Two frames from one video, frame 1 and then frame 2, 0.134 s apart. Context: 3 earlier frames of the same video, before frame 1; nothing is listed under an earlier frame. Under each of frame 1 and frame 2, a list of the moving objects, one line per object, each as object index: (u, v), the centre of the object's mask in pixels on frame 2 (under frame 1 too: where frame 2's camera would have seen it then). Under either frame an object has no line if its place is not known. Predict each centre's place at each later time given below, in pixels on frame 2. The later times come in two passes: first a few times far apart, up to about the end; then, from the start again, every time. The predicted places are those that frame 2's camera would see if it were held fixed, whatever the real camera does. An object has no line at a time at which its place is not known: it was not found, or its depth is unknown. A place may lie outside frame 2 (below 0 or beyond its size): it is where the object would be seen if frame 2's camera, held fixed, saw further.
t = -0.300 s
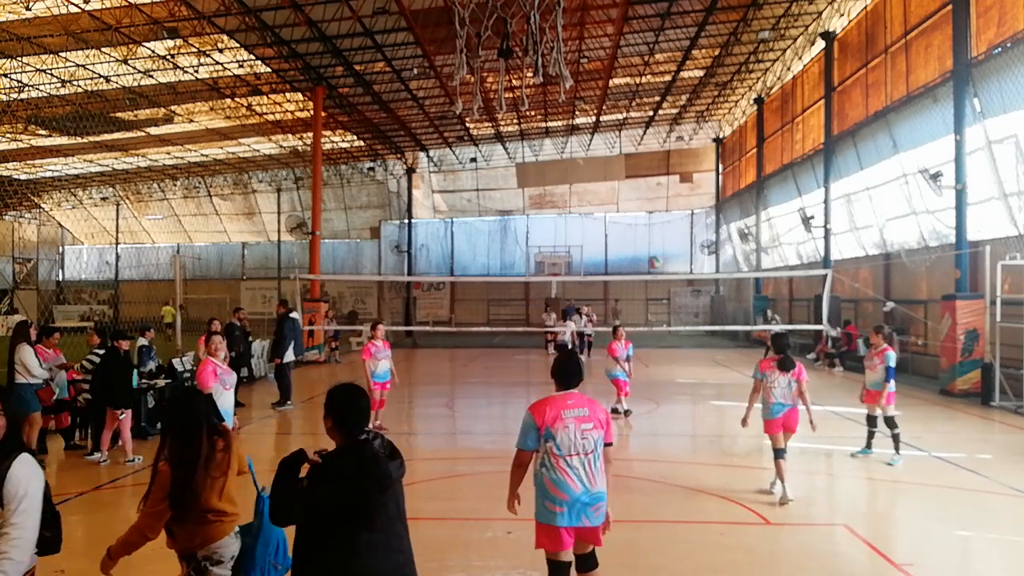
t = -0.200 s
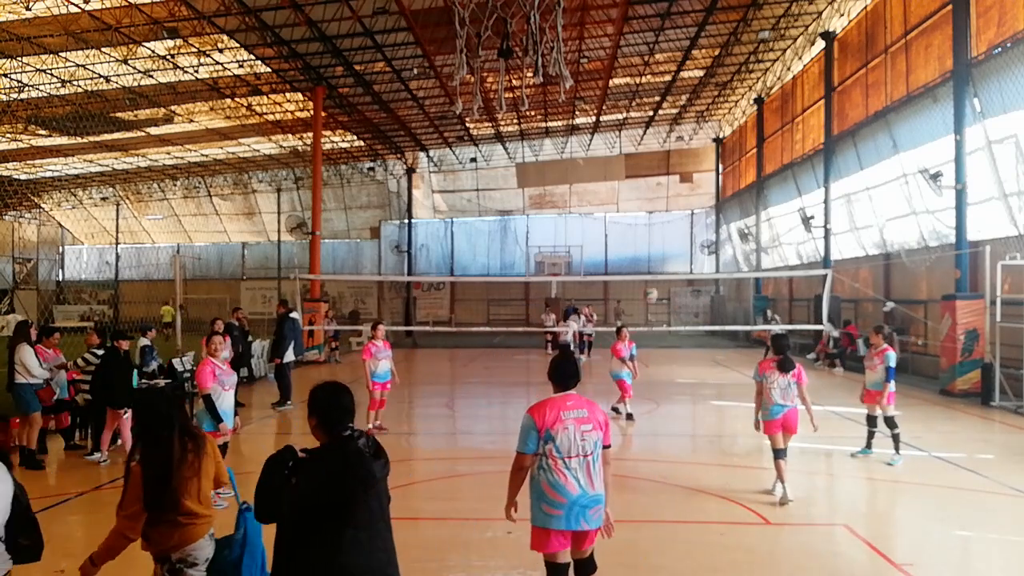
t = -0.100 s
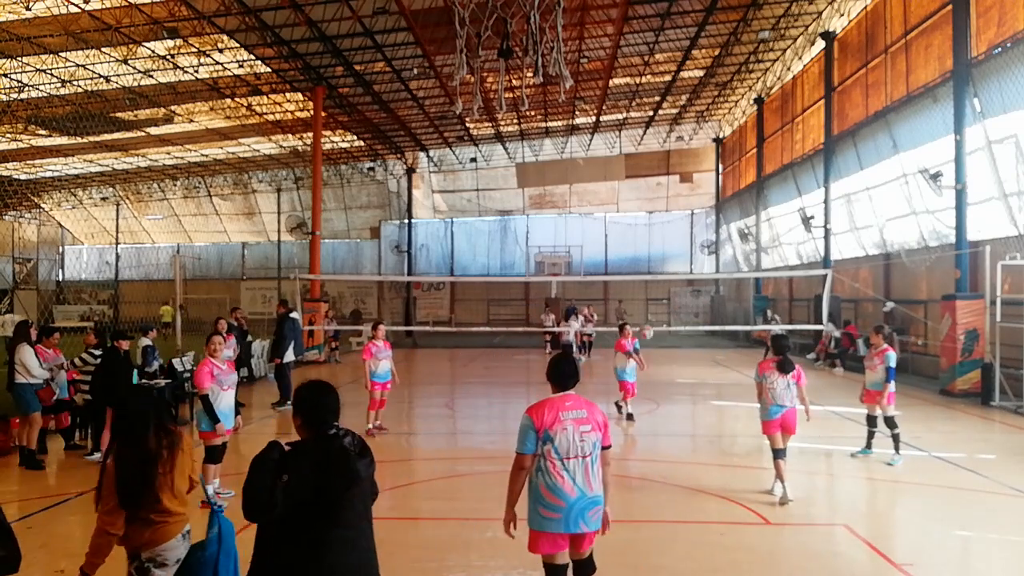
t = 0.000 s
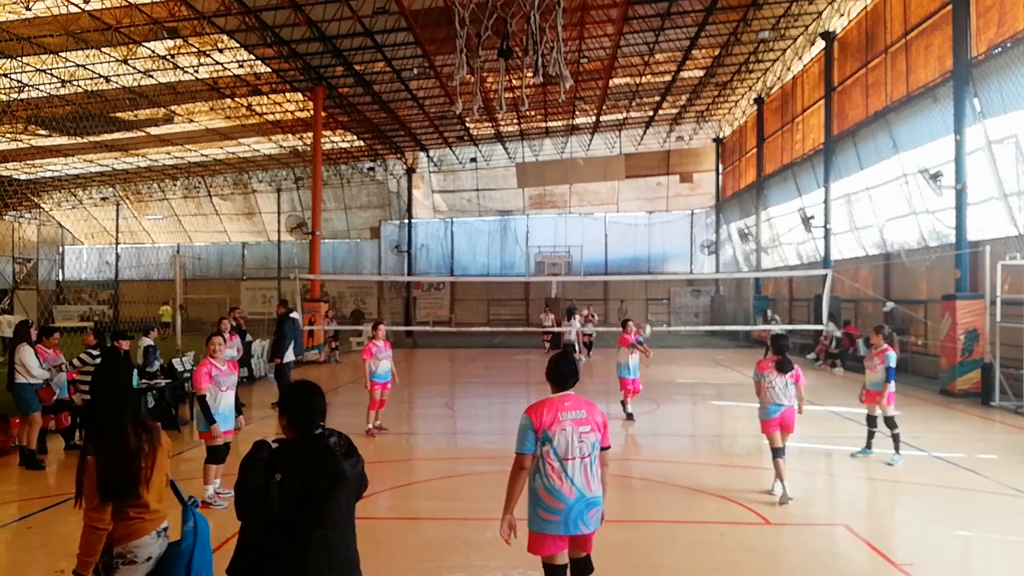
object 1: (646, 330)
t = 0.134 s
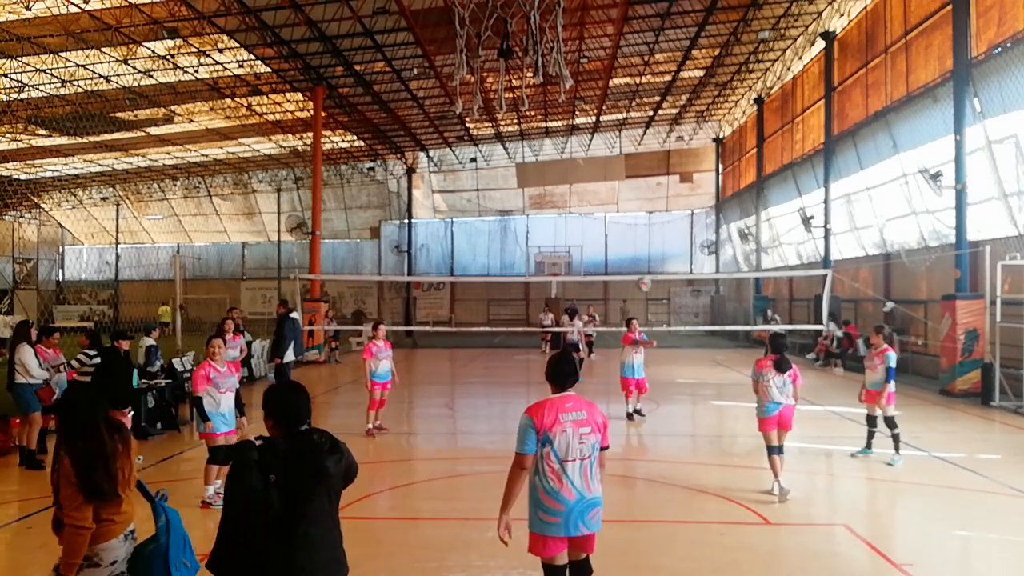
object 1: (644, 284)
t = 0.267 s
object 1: (641, 247)
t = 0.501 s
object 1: (640, 208)
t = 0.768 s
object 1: (638, 216)
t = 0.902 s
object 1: (637, 244)
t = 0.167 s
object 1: (643, 273)
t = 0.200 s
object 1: (642, 264)
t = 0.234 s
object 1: (642, 255)
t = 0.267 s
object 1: (641, 247)
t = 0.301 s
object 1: (641, 239)
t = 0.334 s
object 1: (641, 232)
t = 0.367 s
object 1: (641, 226)
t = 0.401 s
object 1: (641, 219)
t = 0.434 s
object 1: (641, 215)
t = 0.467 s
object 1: (640, 211)
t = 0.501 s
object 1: (640, 208)
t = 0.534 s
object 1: (640, 206)
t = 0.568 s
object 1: (640, 205)
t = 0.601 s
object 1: (640, 204)
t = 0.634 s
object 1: (639, 204)
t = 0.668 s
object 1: (639, 206)
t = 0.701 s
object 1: (638, 208)
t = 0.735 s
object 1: (639, 211)
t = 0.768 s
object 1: (638, 216)
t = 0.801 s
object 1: (638, 221)
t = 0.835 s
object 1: (638, 228)
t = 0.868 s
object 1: (637, 235)
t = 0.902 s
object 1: (637, 244)
